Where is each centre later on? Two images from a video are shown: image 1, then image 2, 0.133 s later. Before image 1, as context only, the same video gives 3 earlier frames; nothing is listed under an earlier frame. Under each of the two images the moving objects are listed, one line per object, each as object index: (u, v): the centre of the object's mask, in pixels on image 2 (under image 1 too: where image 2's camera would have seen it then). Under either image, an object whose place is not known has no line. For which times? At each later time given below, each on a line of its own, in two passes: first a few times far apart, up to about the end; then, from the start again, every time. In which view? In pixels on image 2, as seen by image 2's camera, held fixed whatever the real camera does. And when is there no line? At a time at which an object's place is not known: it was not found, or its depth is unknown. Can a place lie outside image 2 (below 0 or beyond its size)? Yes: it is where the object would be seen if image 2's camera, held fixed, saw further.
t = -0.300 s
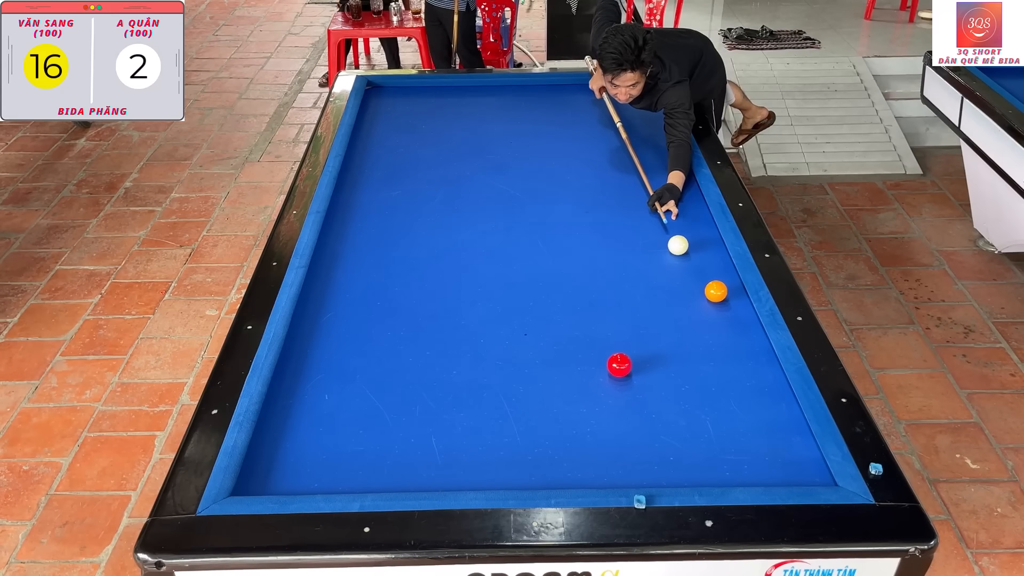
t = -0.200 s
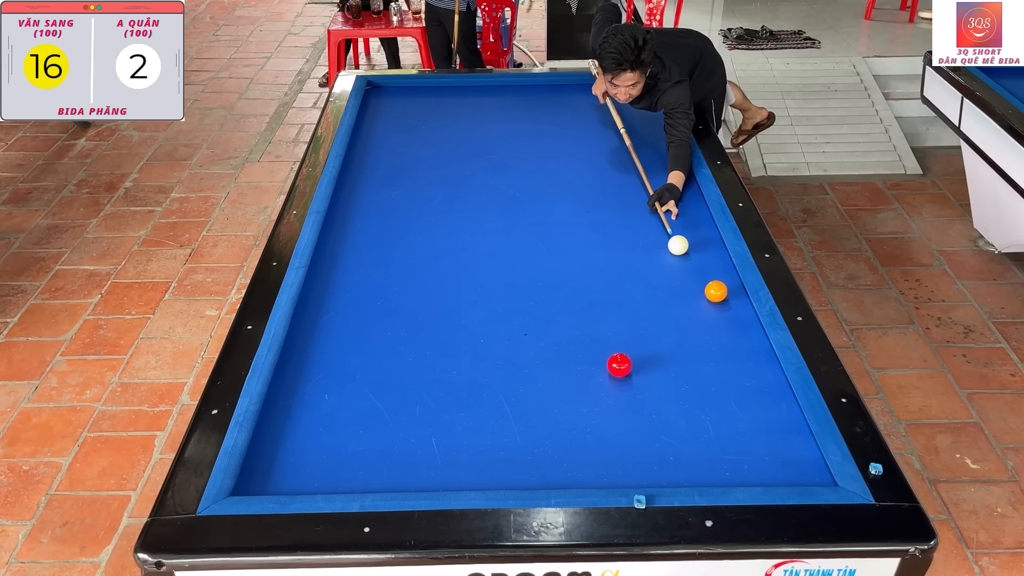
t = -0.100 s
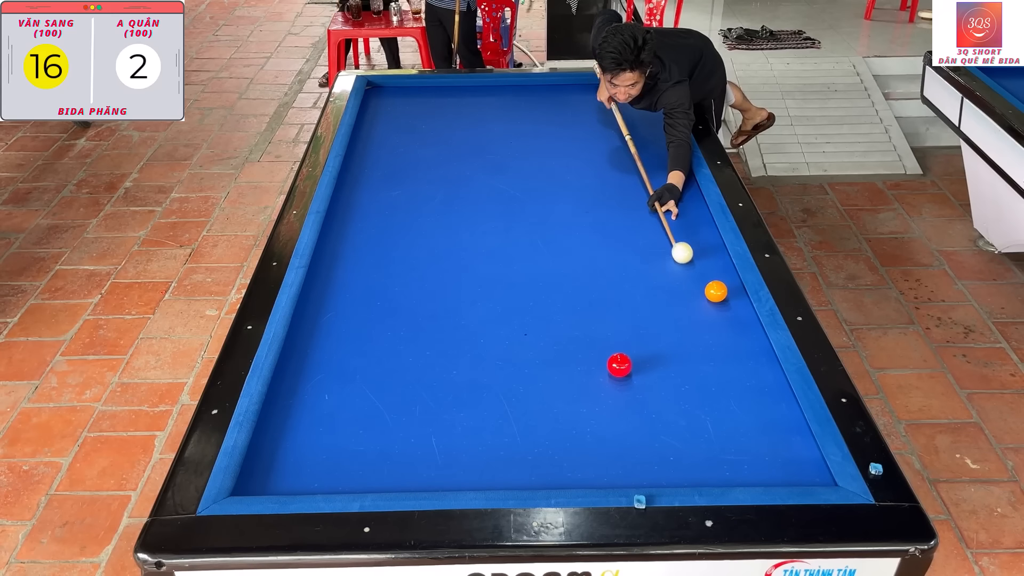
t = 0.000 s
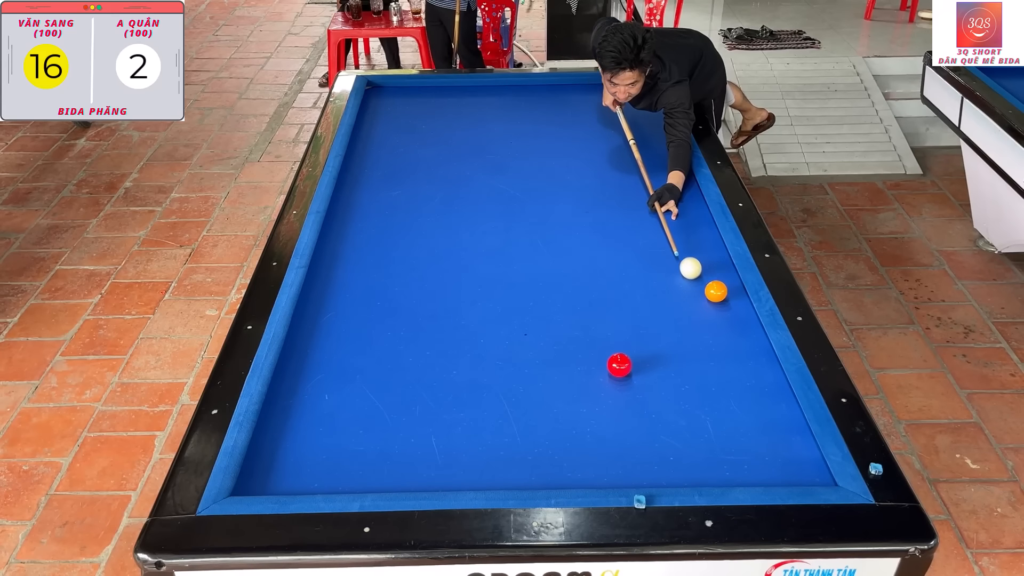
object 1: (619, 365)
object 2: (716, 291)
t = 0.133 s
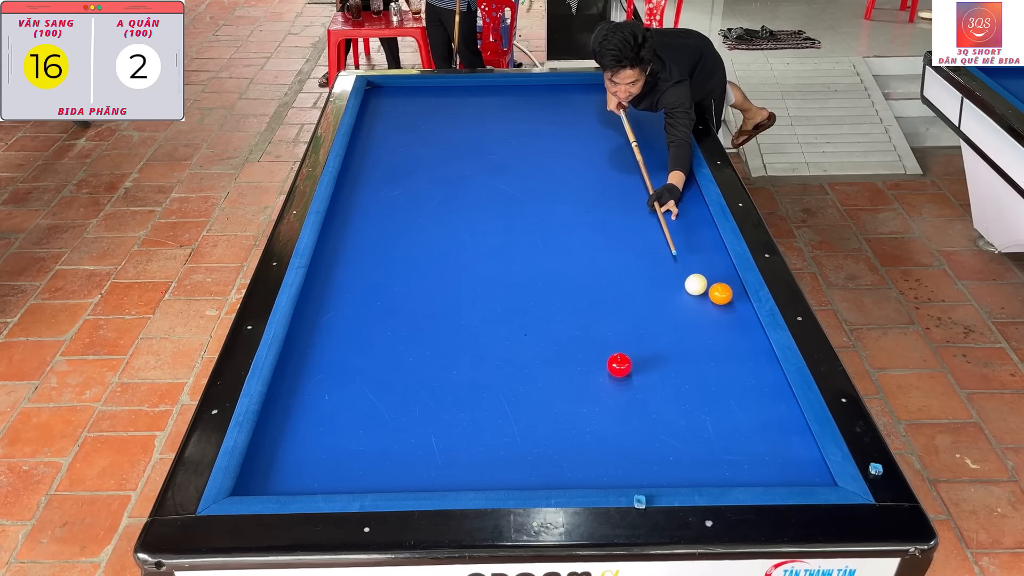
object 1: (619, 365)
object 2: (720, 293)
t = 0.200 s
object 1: (619, 365)
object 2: (730, 298)
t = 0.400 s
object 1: (619, 365)
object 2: (738, 309)
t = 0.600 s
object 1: (619, 365)
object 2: (732, 319)
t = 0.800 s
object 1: (619, 365)
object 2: (727, 328)
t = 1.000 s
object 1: (619, 364)
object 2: (722, 338)
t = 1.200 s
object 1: (615, 368)
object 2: (717, 347)
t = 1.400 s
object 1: (603, 377)
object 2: (711, 357)
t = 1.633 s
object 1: (590, 388)
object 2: (705, 368)
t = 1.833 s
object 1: (579, 396)
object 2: (700, 377)
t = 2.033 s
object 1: (568, 405)
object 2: (695, 386)
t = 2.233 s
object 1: (557, 413)
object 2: (690, 394)
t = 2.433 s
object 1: (547, 422)
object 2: (685, 403)
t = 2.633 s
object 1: (536, 429)
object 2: (681, 411)
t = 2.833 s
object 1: (526, 437)
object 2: (676, 418)
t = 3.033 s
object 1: (515, 444)
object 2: (672, 426)
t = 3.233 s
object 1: (506, 451)
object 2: (667, 433)
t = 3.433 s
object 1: (496, 458)
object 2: (662, 440)
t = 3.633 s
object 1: (486, 464)
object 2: (658, 446)
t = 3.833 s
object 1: (477, 470)
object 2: (653, 453)
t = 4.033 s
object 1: (469, 476)
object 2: (649, 459)
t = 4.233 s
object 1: (461, 480)
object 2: (646, 464)
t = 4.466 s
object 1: (454, 480)
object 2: (642, 471)
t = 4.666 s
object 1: (449, 479)
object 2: (640, 475)
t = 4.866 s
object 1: (445, 477)
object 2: (638, 477)
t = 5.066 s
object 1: (442, 475)
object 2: (636, 478)
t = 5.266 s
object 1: (439, 474)
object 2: (634, 477)
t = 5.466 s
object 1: (437, 473)
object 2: (633, 476)
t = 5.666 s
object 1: (435, 472)
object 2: (633, 476)
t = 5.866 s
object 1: (434, 471)
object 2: (634, 476)
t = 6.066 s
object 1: (433, 470)
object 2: (633, 476)
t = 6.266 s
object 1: (433, 470)
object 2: (633, 476)
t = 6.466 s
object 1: (434, 470)
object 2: (633, 476)
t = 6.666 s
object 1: (433, 470)
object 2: (633, 476)
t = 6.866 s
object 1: (434, 470)
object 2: (633, 476)
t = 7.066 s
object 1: (434, 470)
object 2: (633, 476)
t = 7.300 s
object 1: (434, 470)
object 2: (634, 476)
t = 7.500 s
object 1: (433, 470)
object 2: (634, 476)
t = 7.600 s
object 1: (434, 470)
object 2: (634, 476)
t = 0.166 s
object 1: (619, 365)
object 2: (725, 296)
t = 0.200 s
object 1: (619, 365)
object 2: (730, 298)
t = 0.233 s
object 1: (619, 365)
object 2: (734, 300)
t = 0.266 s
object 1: (619, 365)
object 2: (738, 302)
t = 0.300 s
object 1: (619, 365)
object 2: (741, 304)
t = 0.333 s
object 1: (619, 365)
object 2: (740, 306)
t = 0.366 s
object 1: (619, 365)
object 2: (739, 307)
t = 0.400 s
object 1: (619, 365)
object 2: (738, 309)
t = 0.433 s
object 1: (619, 365)
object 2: (737, 311)
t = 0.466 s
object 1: (619, 365)
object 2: (736, 312)
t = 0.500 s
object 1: (619, 365)
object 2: (735, 314)
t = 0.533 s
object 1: (619, 365)
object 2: (734, 316)
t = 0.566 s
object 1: (619, 365)
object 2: (733, 317)
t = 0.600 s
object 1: (619, 365)
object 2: (732, 319)
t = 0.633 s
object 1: (619, 365)
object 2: (731, 320)
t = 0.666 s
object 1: (619, 365)
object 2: (730, 322)
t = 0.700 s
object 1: (619, 365)
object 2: (730, 323)
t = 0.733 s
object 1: (619, 365)
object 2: (729, 325)
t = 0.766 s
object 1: (619, 365)
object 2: (728, 327)
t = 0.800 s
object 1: (619, 365)
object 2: (727, 328)
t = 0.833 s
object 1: (619, 365)
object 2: (726, 330)
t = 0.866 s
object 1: (619, 365)
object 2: (725, 331)
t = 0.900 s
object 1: (619, 365)
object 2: (724, 333)
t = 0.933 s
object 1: (619, 365)
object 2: (723, 334)
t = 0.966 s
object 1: (619, 365)
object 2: (723, 336)
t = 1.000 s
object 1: (619, 364)
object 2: (722, 338)
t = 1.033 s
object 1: (619, 364)
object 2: (721, 339)
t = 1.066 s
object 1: (619, 365)
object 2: (720, 341)
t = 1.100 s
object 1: (619, 365)
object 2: (719, 342)
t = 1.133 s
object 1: (619, 365)
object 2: (718, 344)
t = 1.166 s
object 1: (617, 366)
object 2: (717, 346)
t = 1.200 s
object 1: (615, 368)
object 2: (717, 347)
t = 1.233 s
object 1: (613, 370)
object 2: (716, 349)
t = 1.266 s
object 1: (611, 371)
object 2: (715, 350)
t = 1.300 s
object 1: (609, 373)
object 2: (714, 352)
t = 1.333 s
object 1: (607, 374)
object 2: (713, 354)
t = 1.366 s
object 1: (605, 376)
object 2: (712, 355)
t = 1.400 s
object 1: (603, 377)
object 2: (711, 357)
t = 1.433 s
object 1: (601, 379)
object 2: (710, 358)
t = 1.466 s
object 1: (599, 380)
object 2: (710, 360)
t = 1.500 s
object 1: (597, 382)
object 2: (709, 361)
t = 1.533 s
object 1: (596, 383)
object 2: (708, 363)
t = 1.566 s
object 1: (594, 385)
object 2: (707, 364)
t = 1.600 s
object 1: (592, 386)
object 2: (706, 366)
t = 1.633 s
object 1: (590, 388)
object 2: (705, 368)
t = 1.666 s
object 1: (588, 389)
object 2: (704, 369)
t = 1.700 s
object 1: (586, 391)
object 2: (704, 370)
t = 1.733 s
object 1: (584, 392)
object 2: (703, 372)
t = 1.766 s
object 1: (583, 394)
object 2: (702, 373)
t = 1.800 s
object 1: (581, 395)
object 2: (701, 375)
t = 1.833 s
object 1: (579, 396)
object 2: (700, 377)
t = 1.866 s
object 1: (577, 398)
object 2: (699, 378)
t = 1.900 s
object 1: (575, 399)
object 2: (699, 380)
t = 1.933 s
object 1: (573, 401)
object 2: (698, 381)
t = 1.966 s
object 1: (572, 402)
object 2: (697, 383)
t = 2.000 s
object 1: (570, 404)
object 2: (696, 384)
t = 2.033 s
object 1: (568, 405)
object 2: (695, 386)
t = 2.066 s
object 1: (566, 406)
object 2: (694, 387)
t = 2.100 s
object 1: (564, 408)
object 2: (694, 388)
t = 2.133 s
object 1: (563, 409)
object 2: (693, 390)
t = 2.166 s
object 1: (561, 410)
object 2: (692, 391)
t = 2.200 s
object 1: (559, 412)
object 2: (691, 393)
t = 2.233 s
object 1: (557, 413)
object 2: (690, 394)
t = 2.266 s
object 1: (555, 415)
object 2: (690, 396)
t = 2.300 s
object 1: (554, 416)
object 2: (689, 397)
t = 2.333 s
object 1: (552, 417)
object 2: (688, 399)
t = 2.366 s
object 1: (550, 419)
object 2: (687, 400)
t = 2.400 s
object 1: (548, 420)
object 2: (686, 401)
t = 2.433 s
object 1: (547, 422)
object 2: (685, 403)
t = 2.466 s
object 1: (545, 423)
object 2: (685, 404)
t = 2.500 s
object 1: (543, 424)
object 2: (684, 406)
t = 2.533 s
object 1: (542, 425)
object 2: (683, 407)
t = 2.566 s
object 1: (540, 427)
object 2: (682, 408)
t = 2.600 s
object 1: (538, 428)
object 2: (682, 410)
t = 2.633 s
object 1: (536, 429)
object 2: (681, 411)
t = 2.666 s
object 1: (534, 431)
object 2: (680, 412)
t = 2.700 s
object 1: (533, 432)
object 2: (679, 413)
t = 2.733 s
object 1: (531, 433)
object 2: (678, 415)
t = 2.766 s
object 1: (529, 435)
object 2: (678, 416)
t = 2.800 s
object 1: (527, 436)
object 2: (677, 417)
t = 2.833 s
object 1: (526, 437)
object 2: (676, 418)
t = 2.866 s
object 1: (524, 438)
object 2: (675, 420)
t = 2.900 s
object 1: (522, 439)
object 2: (675, 421)
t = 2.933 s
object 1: (521, 441)
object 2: (674, 422)
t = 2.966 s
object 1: (519, 442)
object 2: (673, 423)
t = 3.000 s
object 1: (517, 443)
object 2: (672, 425)
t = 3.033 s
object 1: (515, 444)
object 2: (672, 426)
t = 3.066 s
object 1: (514, 445)
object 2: (671, 427)
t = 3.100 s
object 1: (512, 447)
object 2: (670, 429)
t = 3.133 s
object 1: (510, 448)
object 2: (669, 430)
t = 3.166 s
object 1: (509, 449)
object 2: (668, 431)
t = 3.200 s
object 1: (507, 450)
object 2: (668, 432)
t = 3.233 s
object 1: (506, 451)
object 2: (667, 433)
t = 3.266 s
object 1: (504, 452)
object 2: (666, 434)
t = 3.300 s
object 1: (502, 453)
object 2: (665, 436)
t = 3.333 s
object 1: (501, 454)
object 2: (665, 437)
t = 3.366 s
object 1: (499, 455)
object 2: (664, 438)
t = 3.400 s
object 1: (497, 457)
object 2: (663, 439)
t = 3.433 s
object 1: (496, 458)
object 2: (662, 440)
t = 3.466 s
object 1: (494, 459)
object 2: (662, 441)
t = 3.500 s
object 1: (492, 460)
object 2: (661, 442)
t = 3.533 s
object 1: (491, 461)
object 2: (660, 443)
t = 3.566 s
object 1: (489, 462)
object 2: (659, 444)
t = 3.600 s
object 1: (488, 463)
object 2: (659, 446)
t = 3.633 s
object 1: (486, 464)
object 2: (658, 446)
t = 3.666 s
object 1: (485, 465)
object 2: (657, 447)
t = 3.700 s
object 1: (483, 466)
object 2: (656, 449)
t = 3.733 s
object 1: (482, 467)
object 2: (656, 450)
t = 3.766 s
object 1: (480, 468)
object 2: (655, 451)
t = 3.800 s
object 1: (479, 469)
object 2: (654, 452)
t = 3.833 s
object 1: (477, 470)
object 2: (653, 453)
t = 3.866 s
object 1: (476, 471)
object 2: (653, 454)
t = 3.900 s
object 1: (474, 472)
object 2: (652, 455)
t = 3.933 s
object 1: (473, 473)
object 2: (651, 456)
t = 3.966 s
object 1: (471, 474)
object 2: (651, 457)
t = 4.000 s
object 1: (470, 475)
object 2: (650, 458)
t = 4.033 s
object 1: (469, 476)
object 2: (649, 459)
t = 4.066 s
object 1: (467, 477)
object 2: (649, 460)
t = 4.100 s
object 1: (466, 477)
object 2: (648, 461)
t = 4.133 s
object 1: (465, 478)
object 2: (648, 462)
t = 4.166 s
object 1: (463, 479)
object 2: (647, 463)
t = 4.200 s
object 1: (462, 479)
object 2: (646, 463)
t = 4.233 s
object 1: (461, 480)
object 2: (646, 464)
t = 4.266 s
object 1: (459, 480)
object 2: (645, 465)
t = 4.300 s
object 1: (458, 481)
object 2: (645, 466)
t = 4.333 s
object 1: (457, 481)
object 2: (644, 467)
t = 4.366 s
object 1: (456, 481)
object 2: (644, 468)
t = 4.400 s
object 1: (455, 481)
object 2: (643, 469)
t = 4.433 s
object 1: (454, 480)
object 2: (643, 470)
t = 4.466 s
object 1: (454, 480)
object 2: (642, 471)
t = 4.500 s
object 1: (453, 480)
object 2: (642, 471)
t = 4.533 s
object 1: (452, 480)
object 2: (642, 472)
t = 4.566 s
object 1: (451, 480)
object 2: (641, 473)
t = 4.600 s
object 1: (450, 479)
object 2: (641, 474)
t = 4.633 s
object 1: (450, 479)
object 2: (640, 474)
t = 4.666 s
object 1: (449, 479)
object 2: (640, 475)
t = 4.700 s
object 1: (448, 479)
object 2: (640, 475)
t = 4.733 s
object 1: (448, 478)
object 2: (639, 476)
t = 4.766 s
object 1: (447, 478)
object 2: (639, 476)
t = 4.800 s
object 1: (446, 478)
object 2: (639, 477)
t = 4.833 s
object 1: (446, 477)
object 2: (638, 477)
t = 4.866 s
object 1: (445, 477)
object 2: (638, 477)
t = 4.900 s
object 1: (445, 477)
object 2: (637, 478)
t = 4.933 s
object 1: (444, 477)
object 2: (637, 478)
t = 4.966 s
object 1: (443, 476)
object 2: (637, 479)
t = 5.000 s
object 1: (443, 476)
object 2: (636, 479)
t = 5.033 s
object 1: (442, 476)
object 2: (636, 478)
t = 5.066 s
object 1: (442, 475)
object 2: (636, 478)
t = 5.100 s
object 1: (442, 475)
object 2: (635, 478)
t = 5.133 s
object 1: (441, 475)
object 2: (635, 478)
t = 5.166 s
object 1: (441, 475)
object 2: (635, 478)
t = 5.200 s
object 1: (440, 474)
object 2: (635, 478)
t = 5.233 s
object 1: (440, 474)
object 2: (634, 477)
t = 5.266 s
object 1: (439, 474)
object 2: (634, 477)
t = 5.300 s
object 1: (439, 474)
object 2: (634, 477)
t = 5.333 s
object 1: (439, 473)
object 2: (634, 477)
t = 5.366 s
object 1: (438, 473)
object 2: (634, 477)
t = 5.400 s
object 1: (438, 473)
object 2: (634, 477)
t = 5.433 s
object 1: (438, 473)
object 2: (633, 476)
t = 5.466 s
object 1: (437, 473)
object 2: (633, 476)
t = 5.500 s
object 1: (437, 473)
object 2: (633, 476)
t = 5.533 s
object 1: (437, 472)
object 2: (633, 476)
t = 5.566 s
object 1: (436, 472)
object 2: (633, 476)
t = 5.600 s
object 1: (436, 472)
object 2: (633, 476)
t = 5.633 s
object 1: (436, 472)
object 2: (633, 476)
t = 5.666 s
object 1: (435, 472)
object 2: (633, 476)
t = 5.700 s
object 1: (435, 472)
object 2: (633, 476)
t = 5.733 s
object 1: (435, 471)
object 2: (633, 476)
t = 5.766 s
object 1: (435, 471)
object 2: (633, 476)
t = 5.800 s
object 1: (434, 471)
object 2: (633, 476)
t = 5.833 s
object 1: (434, 471)
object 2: (633, 476)
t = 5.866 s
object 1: (434, 471)
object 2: (634, 476)
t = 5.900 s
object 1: (434, 471)
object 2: (634, 476)
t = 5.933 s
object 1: (434, 471)
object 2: (633, 476)
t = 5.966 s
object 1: (434, 471)
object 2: (633, 476)
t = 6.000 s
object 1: (434, 471)
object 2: (633, 476)
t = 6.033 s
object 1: (433, 470)
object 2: (633, 476)
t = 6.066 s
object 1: (433, 470)
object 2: (633, 476)
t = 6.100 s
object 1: (433, 470)
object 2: (633, 476)
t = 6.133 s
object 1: (433, 470)
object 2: (633, 476)
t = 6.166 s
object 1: (433, 470)
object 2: (633, 476)
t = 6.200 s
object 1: (434, 470)
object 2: (633, 476)
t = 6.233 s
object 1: (433, 470)
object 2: (633, 476)
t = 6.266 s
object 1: (433, 470)
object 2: (633, 476)
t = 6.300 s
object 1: (433, 470)
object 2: (633, 476)
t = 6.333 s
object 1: (433, 470)
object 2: (633, 476)
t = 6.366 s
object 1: (434, 470)
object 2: (633, 476)
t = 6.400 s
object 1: (434, 470)
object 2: (634, 476)
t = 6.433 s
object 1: (434, 470)
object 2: (633, 476)
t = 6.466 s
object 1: (434, 470)
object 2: (633, 476)
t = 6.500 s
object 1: (433, 470)
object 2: (633, 476)
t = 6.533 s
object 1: (434, 470)
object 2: (633, 476)
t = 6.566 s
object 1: (434, 470)
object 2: (633, 476)
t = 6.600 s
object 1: (434, 470)
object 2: (633, 476)
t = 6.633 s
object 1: (434, 470)
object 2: (633, 476)
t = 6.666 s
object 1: (433, 470)
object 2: (633, 476)
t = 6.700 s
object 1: (433, 470)
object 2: (633, 476)
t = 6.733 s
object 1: (434, 470)
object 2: (633, 476)
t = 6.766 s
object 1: (434, 470)
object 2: (633, 476)
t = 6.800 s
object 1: (434, 470)
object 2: (633, 476)
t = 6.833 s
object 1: (433, 470)
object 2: (633, 476)
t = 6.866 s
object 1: (434, 470)
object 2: (633, 476)
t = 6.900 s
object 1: (433, 470)
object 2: (633, 476)
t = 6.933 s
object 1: (434, 470)
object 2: (633, 476)
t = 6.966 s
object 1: (433, 470)
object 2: (634, 476)
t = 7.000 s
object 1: (434, 470)
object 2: (633, 476)
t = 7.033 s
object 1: (434, 470)
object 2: (633, 476)
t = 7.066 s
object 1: (434, 470)
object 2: (633, 476)
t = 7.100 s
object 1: (434, 470)
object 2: (633, 476)
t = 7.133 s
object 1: (433, 470)
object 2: (634, 476)
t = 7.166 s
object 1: (434, 470)
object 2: (633, 476)
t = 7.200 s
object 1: (434, 470)
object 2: (634, 476)
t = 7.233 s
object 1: (434, 470)
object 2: (634, 476)
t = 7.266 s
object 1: (434, 470)
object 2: (634, 476)
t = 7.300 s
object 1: (434, 470)
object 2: (634, 476)
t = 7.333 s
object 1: (434, 470)
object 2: (634, 476)
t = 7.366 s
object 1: (434, 470)
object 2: (634, 476)
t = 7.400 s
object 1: (434, 470)
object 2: (634, 476)
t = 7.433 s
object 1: (434, 470)
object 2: (634, 476)
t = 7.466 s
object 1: (434, 470)
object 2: (634, 476)
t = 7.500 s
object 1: (433, 470)
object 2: (634, 476)
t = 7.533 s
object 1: (434, 470)
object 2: (634, 476)
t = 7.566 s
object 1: (434, 470)
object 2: (634, 476)
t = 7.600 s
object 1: (434, 470)
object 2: (634, 476)
